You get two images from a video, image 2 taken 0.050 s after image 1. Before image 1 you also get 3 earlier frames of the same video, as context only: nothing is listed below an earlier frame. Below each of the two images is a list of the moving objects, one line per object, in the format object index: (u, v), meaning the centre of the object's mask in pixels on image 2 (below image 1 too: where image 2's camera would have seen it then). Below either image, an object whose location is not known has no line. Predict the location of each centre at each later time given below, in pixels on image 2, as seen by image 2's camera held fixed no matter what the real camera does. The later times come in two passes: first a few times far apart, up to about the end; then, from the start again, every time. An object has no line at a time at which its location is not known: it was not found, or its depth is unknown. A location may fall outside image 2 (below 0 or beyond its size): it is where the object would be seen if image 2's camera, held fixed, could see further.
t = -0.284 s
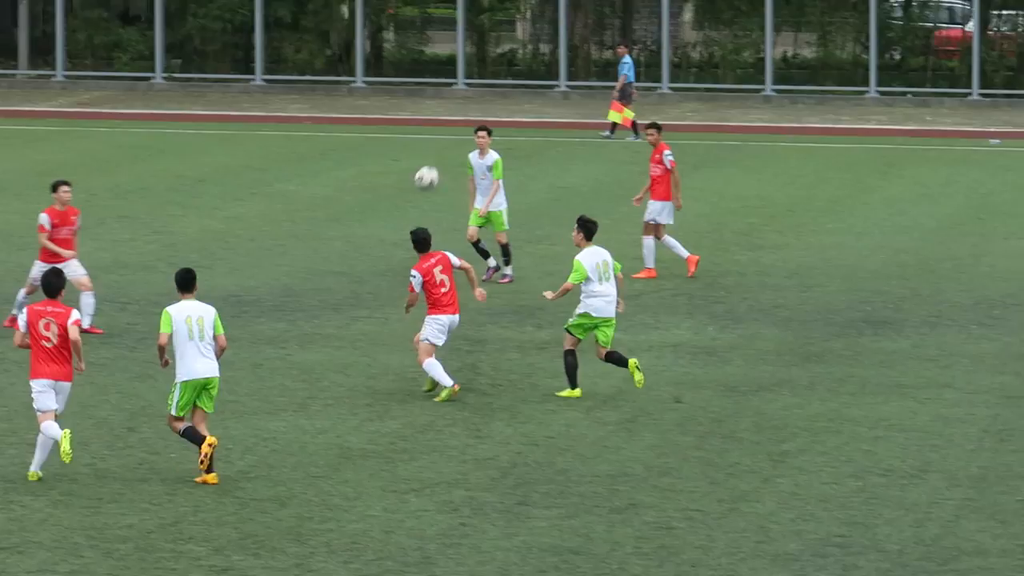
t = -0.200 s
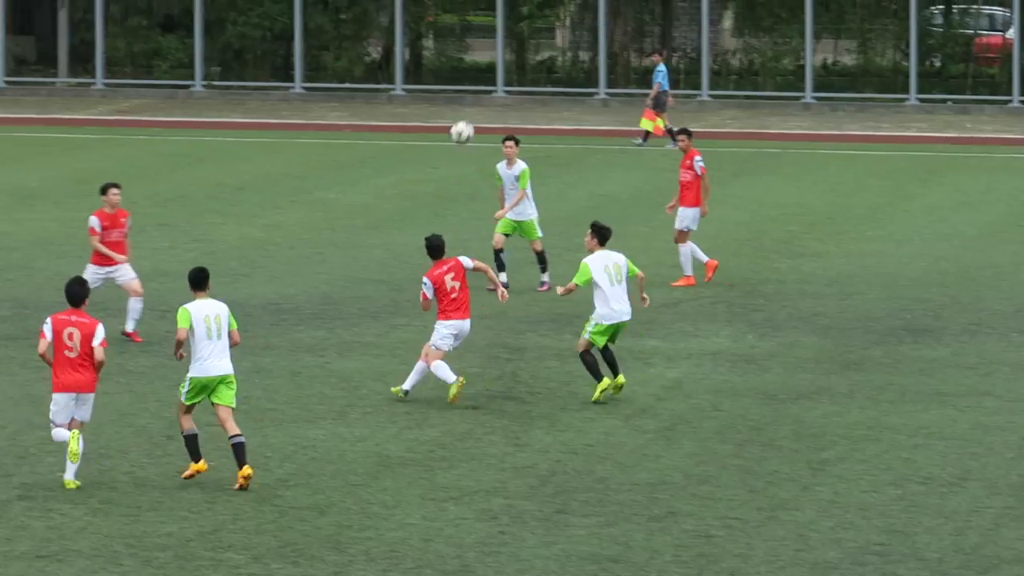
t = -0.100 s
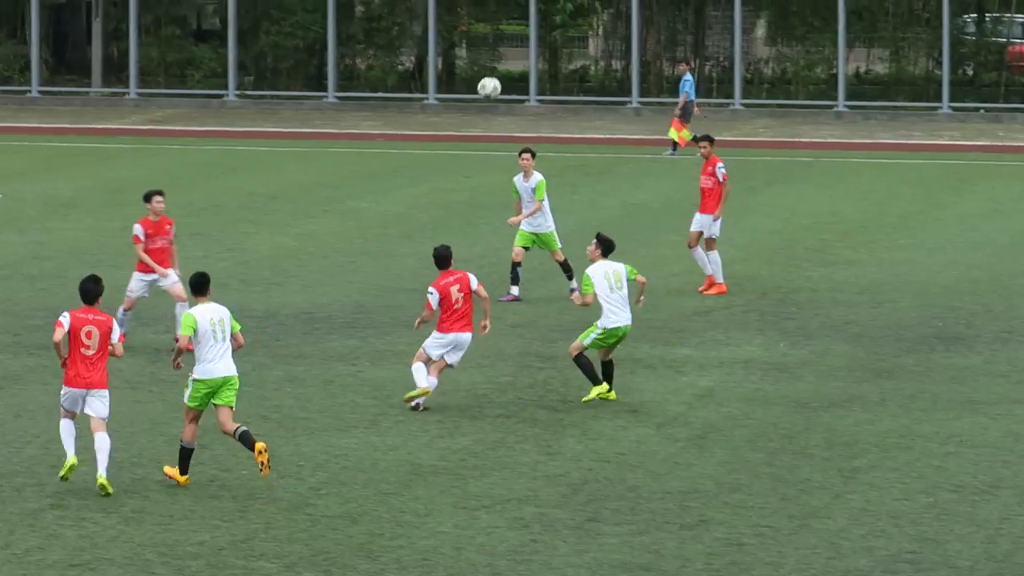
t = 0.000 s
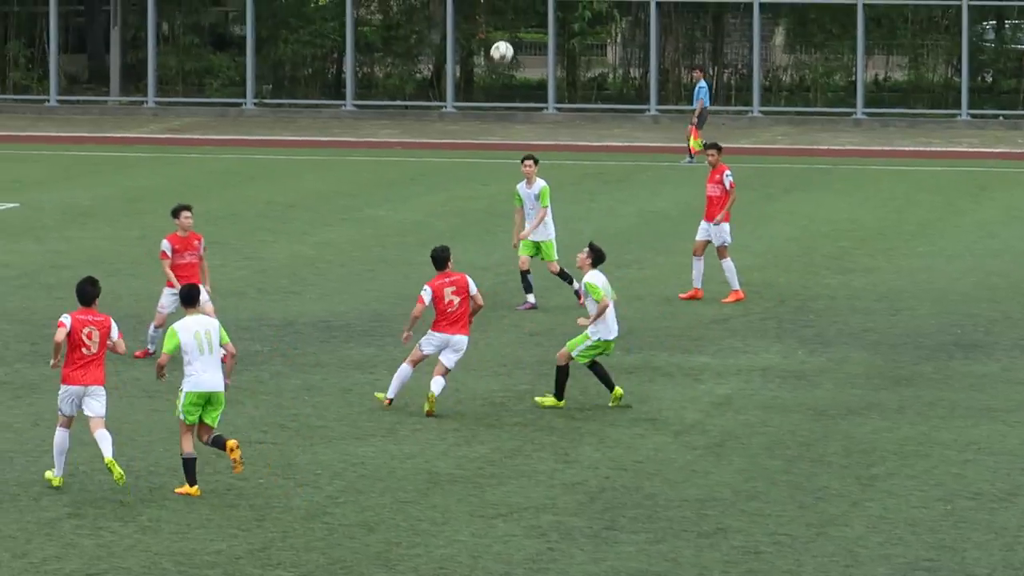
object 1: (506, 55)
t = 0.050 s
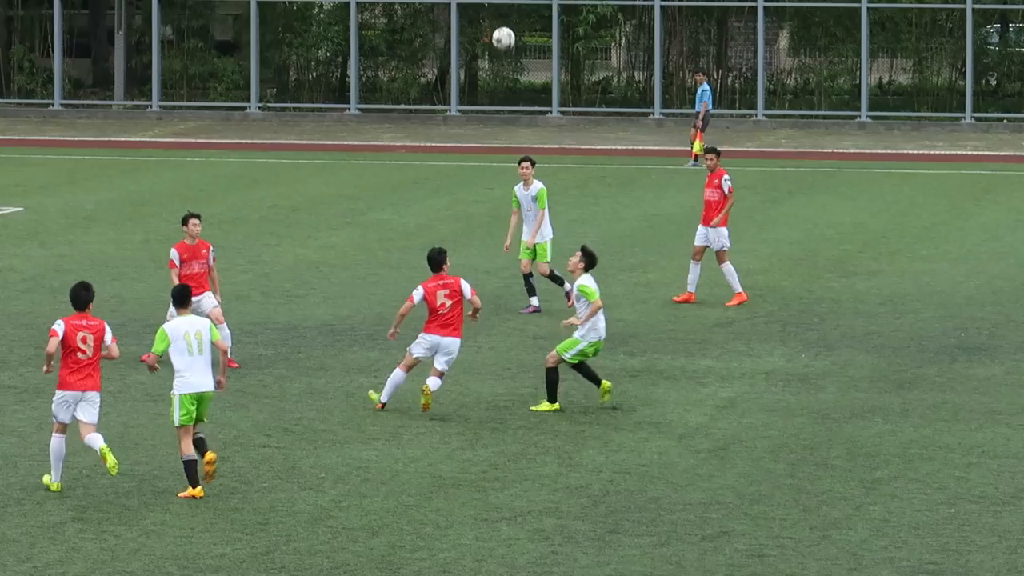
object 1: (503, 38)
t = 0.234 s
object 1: (494, -3)
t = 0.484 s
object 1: (480, -8)
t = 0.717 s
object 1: (469, 44)
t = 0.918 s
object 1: (460, 132)
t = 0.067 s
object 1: (503, 33)
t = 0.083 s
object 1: (502, 27)
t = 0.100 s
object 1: (501, 23)
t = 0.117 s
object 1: (500, 18)
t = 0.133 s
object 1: (499, 14)
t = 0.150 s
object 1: (498, 10)
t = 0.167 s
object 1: (497, 6)
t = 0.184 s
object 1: (496, 3)
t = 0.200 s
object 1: (495, 1)
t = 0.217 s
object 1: (494, -1)
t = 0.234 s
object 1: (494, -3)
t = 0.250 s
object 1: (493, -5)
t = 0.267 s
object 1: (492, -6)
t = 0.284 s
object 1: (491, -7)
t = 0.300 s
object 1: (490, -8)
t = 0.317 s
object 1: (489, -9)
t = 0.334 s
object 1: (488, -10)
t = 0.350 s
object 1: (487, -11)
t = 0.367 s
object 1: (486, -11)
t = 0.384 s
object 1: (486, -11)
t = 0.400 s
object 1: (485, -11)
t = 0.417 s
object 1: (484, -11)
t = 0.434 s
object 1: (483, -10)
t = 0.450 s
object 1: (482, -10)
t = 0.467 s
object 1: (481, -9)
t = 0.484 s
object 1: (480, -8)
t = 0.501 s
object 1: (480, -7)
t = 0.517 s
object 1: (479, -5)
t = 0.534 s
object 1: (477, -2)
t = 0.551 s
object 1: (477, 1)
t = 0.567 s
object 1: (476, 4)
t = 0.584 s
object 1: (475, 8)
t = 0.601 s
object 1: (474, 11)
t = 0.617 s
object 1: (474, 15)
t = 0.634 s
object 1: (473, 19)
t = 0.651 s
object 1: (472, 23)
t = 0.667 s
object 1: (471, 28)
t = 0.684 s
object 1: (470, 32)
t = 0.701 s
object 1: (469, 38)
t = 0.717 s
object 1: (469, 44)
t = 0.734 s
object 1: (468, 50)
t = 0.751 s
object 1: (467, 56)
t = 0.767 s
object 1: (466, 63)
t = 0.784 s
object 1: (466, 69)
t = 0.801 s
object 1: (465, 77)
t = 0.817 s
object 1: (465, 83)
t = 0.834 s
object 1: (463, 91)
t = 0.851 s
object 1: (462, 98)
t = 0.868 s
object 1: (462, 105)
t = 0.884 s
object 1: (461, 114)
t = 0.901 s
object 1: (460, 123)
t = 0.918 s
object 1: (460, 132)
